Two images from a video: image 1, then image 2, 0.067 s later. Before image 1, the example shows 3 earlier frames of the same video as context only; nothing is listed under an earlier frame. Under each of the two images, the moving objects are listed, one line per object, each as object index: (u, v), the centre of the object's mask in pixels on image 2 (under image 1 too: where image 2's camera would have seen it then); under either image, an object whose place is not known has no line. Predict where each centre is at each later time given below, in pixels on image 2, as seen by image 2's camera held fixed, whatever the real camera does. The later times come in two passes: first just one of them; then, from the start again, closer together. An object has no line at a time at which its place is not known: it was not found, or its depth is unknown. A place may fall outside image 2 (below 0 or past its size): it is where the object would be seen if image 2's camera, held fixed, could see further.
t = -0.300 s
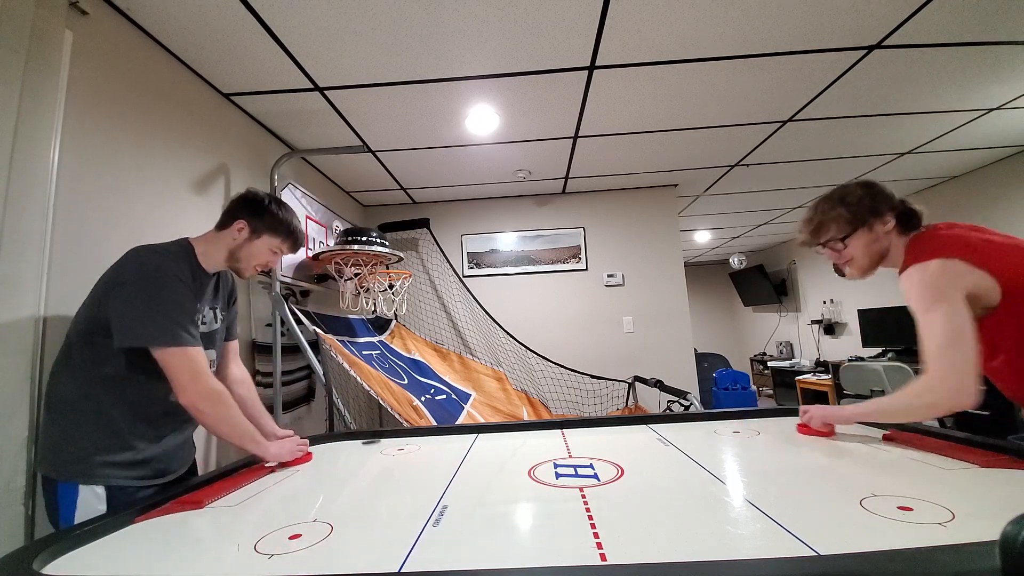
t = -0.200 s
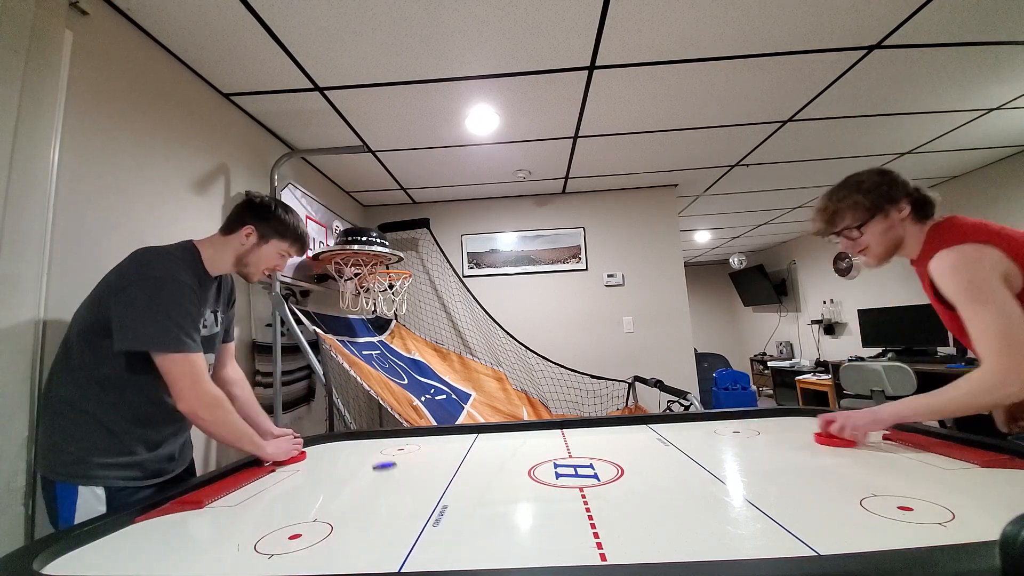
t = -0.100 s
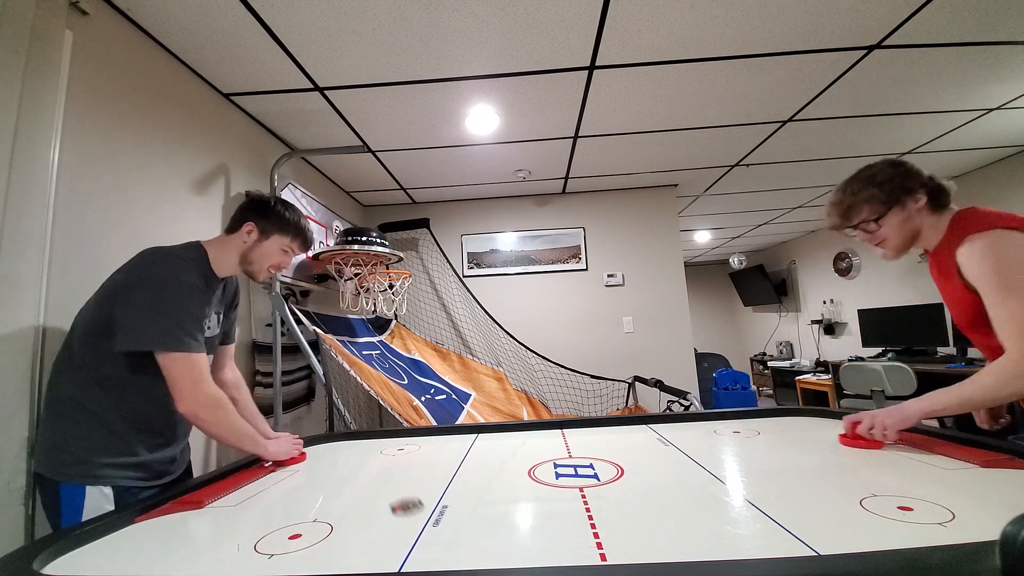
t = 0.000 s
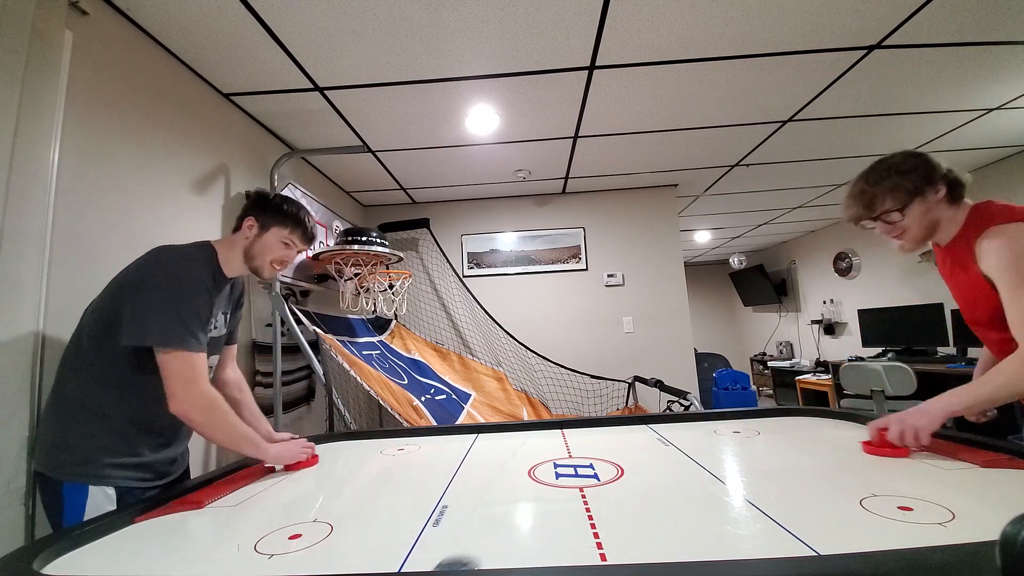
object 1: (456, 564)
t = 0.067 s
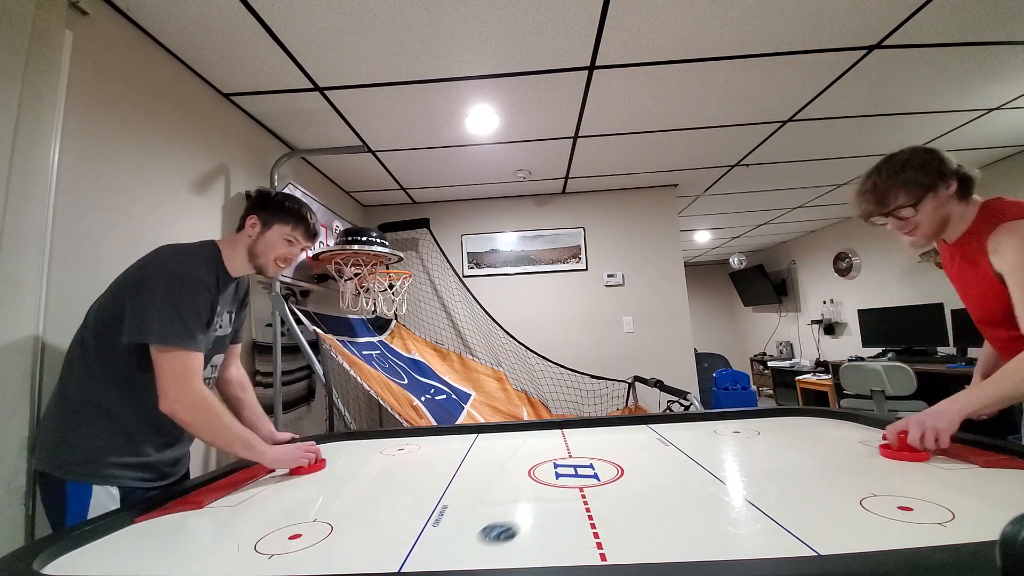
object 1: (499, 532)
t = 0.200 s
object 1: (552, 484)
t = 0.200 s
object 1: (552, 484)
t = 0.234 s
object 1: (561, 475)
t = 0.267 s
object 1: (569, 468)
